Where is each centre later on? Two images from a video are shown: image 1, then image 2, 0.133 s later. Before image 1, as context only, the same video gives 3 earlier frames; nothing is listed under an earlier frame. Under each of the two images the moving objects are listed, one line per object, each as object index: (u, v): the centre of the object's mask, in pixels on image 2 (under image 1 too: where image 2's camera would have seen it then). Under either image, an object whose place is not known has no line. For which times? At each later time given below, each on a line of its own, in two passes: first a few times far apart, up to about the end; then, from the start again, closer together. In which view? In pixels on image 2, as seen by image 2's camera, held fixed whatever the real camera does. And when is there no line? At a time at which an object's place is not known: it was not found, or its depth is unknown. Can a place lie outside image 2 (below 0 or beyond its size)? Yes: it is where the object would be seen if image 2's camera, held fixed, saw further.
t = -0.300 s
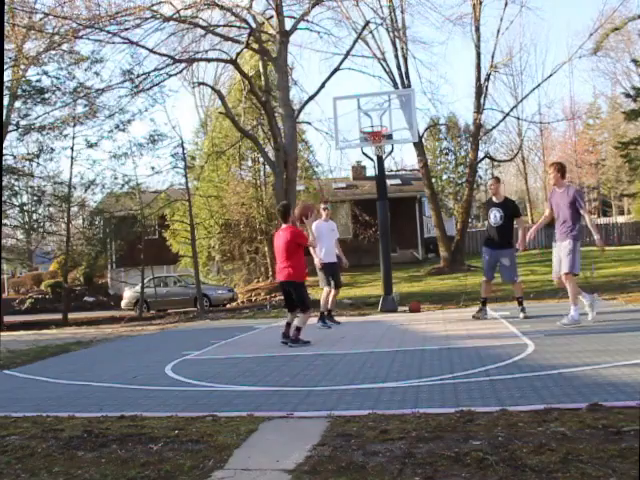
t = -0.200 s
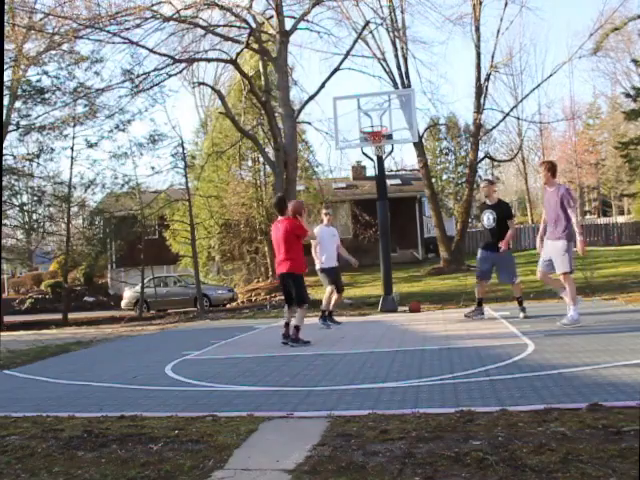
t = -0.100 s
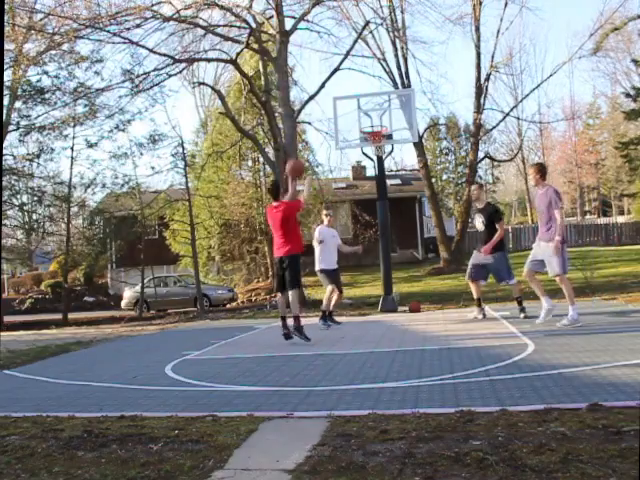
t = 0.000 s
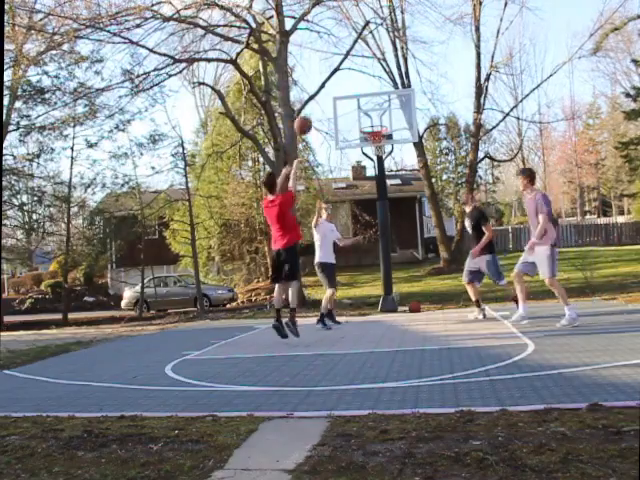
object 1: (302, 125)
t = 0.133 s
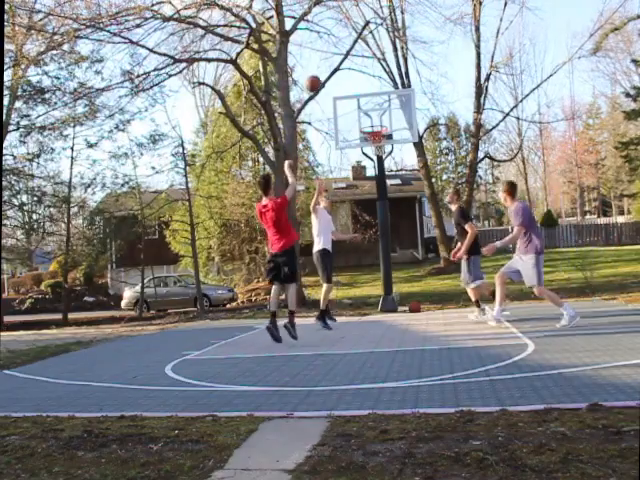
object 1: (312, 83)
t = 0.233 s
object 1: (321, 64)
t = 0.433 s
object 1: (336, 50)
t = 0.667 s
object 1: (352, 67)
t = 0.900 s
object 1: (369, 114)
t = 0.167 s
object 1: (316, 76)
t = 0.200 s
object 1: (318, 70)
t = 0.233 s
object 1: (321, 64)
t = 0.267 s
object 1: (323, 60)
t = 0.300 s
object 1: (326, 56)
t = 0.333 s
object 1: (328, 54)
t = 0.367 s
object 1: (331, 52)
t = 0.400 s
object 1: (333, 50)
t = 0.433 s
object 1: (336, 50)
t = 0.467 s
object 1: (338, 50)
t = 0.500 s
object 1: (340, 52)
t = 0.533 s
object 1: (343, 53)
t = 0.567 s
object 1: (345, 55)
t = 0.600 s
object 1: (348, 59)
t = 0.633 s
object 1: (350, 62)
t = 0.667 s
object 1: (352, 67)
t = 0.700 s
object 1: (355, 72)
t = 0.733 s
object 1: (357, 77)
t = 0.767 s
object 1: (359, 84)
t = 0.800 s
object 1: (362, 90)
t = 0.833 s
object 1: (364, 98)
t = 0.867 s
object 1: (366, 106)
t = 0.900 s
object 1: (369, 114)
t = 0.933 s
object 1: (371, 123)
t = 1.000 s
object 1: (377, 135)
